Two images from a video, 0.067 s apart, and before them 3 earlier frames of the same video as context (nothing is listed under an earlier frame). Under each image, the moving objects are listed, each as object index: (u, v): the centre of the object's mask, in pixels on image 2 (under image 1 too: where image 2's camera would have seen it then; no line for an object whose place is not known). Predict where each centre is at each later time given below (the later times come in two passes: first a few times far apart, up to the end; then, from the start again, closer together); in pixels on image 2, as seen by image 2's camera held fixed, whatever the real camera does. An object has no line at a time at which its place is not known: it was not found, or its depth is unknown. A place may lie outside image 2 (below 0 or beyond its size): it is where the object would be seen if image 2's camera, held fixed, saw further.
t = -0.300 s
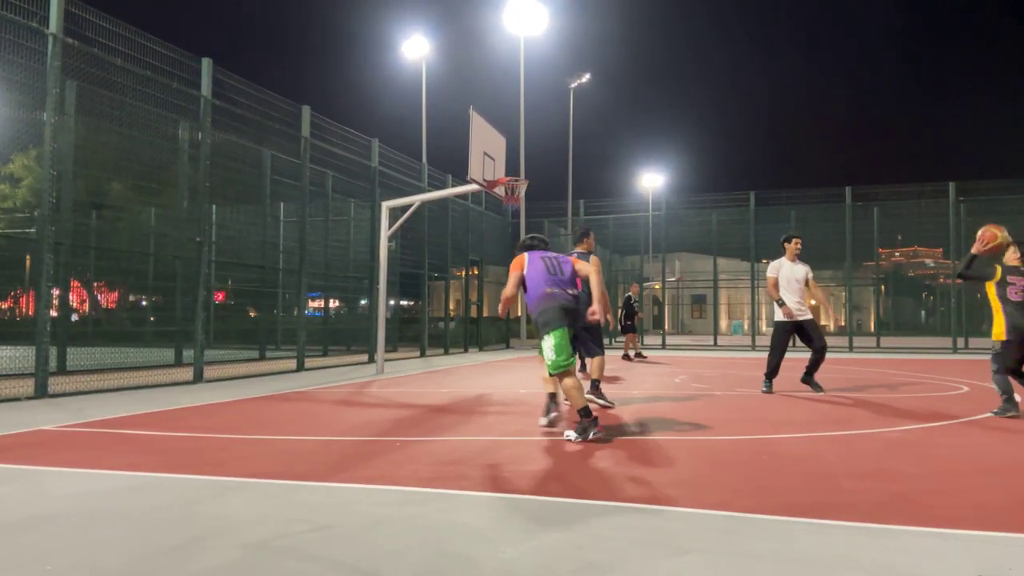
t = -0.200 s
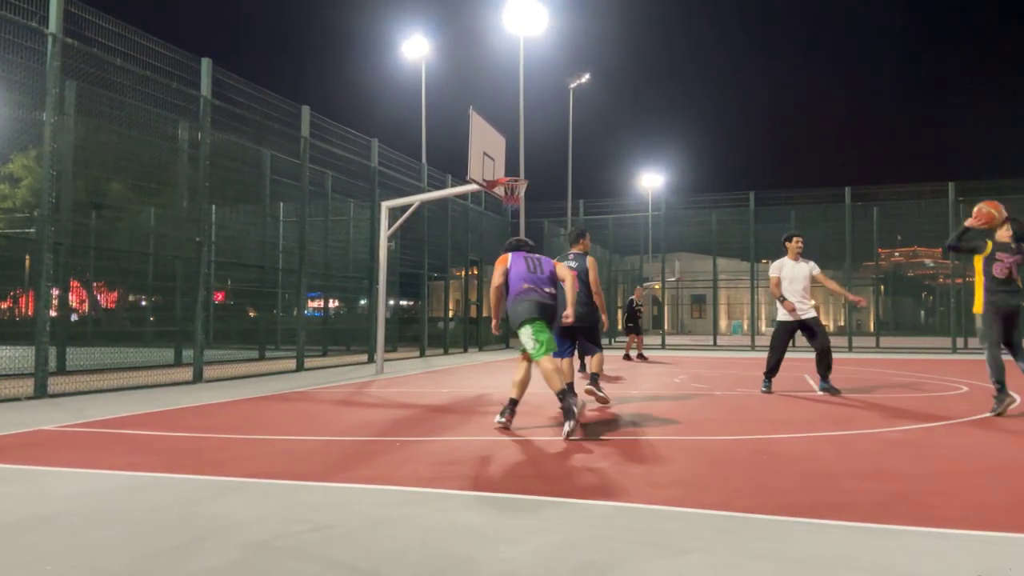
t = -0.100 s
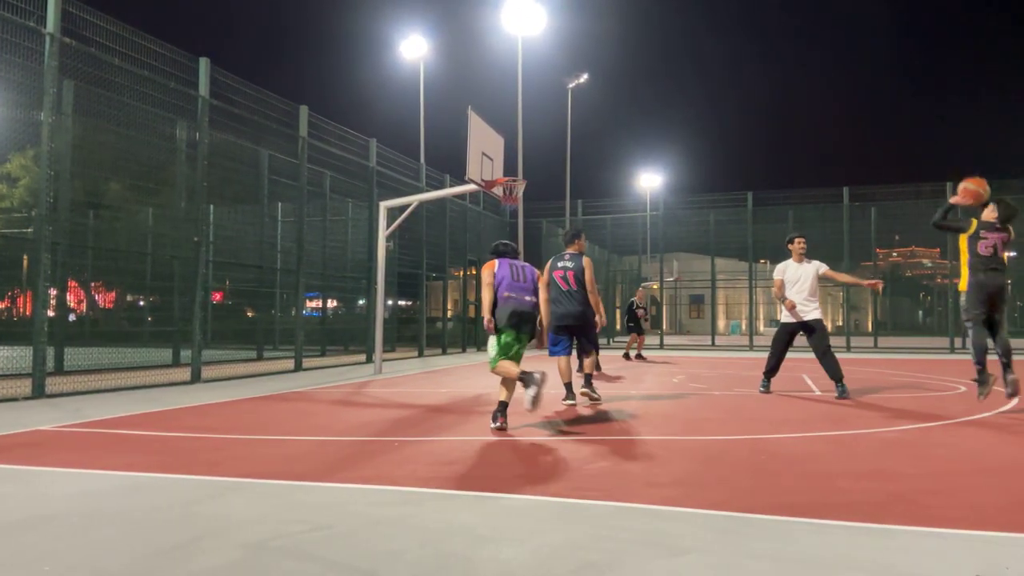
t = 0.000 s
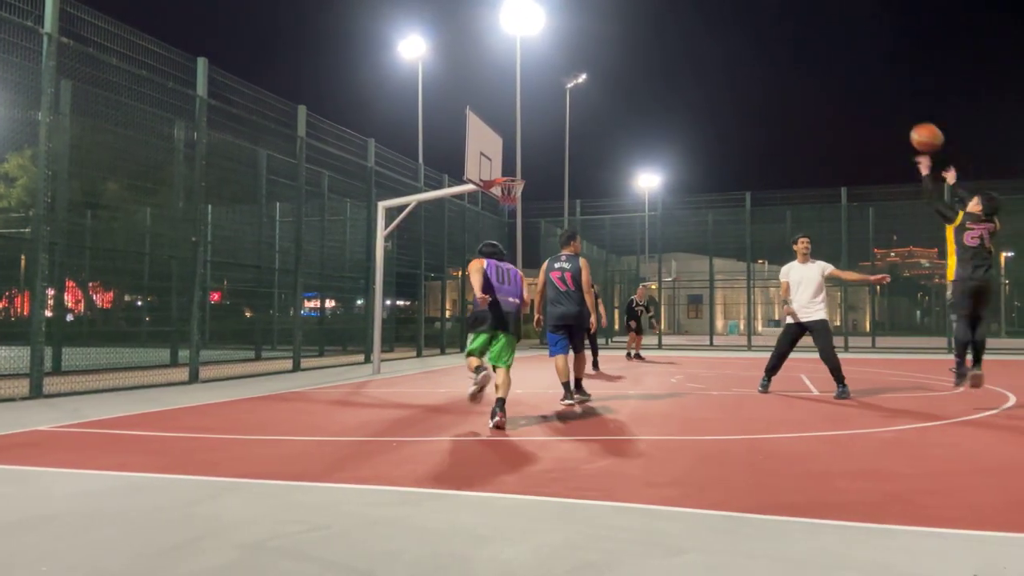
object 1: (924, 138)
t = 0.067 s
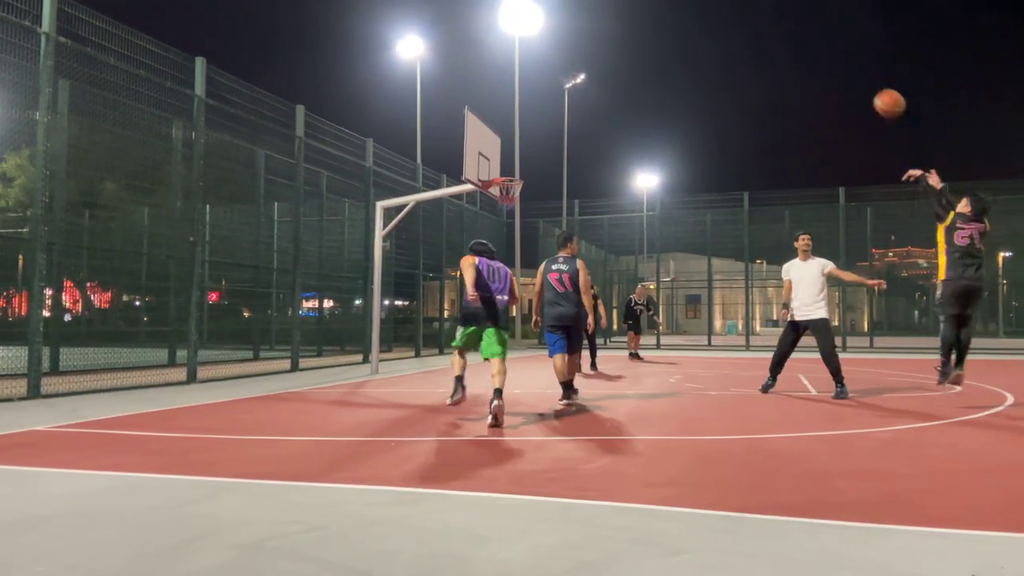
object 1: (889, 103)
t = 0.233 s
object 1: (812, 46)
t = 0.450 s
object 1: (730, 19)
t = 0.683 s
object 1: (658, 36)
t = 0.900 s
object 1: (602, 82)
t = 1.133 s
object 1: (550, 158)
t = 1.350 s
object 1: (509, 247)
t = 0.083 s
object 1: (880, 95)
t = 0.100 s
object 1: (872, 88)
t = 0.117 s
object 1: (865, 81)
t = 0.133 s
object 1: (857, 75)
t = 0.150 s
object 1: (849, 69)
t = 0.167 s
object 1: (841, 64)
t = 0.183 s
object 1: (834, 59)
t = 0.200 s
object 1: (826, 54)
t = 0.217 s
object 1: (819, 50)
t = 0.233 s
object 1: (812, 46)
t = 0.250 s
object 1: (805, 42)
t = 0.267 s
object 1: (799, 39)
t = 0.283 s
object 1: (792, 35)
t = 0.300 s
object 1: (785, 33)
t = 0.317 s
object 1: (779, 30)
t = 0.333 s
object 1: (773, 28)
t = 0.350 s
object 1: (766, 26)
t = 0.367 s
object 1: (760, 24)
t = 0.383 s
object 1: (754, 23)
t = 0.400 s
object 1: (748, 22)
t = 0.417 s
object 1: (742, 21)
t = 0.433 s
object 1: (736, 20)
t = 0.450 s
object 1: (730, 19)
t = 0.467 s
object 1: (724, 19)
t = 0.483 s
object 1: (719, 19)
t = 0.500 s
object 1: (713, 20)
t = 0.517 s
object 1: (708, 20)
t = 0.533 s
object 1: (703, 21)
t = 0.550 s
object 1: (697, 22)
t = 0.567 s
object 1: (692, 23)
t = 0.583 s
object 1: (687, 24)
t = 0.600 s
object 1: (682, 25)
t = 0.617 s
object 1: (677, 27)
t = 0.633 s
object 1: (672, 29)
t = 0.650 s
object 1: (667, 31)
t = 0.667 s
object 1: (662, 34)
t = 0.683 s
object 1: (658, 36)
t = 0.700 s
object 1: (653, 38)
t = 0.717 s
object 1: (648, 41)
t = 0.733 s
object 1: (644, 44)
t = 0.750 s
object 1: (639, 47)
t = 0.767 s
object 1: (635, 50)
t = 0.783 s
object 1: (630, 54)
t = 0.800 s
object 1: (626, 57)
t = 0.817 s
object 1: (622, 61)
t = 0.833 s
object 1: (618, 65)
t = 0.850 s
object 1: (614, 69)
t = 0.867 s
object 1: (610, 73)
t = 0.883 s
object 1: (605, 77)
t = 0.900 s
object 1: (602, 82)
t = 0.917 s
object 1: (598, 86)
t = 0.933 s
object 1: (594, 91)
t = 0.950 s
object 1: (590, 96)
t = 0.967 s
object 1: (586, 102)
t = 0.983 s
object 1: (583, 106)
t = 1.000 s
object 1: (578, 112)
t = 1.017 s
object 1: (575, 117)
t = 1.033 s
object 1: (572, 122)
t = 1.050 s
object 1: (568, 129)
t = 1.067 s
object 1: (564, 134)
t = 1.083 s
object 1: (561, 140)
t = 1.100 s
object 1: (557, 146)
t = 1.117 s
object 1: (554, 152)
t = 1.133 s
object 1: (550, 158)
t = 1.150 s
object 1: (547, 164)
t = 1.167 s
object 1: (544, 170)
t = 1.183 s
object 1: (540, 177)
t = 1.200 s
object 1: (537, 183)
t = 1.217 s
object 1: (534, 190)
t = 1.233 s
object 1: (531, 197)
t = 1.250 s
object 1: (528, 204)
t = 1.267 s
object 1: (524, 211)
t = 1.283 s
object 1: (522, 217)
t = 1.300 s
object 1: (519, 224)
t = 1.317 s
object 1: (516, 232)
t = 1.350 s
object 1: (509, 247)
